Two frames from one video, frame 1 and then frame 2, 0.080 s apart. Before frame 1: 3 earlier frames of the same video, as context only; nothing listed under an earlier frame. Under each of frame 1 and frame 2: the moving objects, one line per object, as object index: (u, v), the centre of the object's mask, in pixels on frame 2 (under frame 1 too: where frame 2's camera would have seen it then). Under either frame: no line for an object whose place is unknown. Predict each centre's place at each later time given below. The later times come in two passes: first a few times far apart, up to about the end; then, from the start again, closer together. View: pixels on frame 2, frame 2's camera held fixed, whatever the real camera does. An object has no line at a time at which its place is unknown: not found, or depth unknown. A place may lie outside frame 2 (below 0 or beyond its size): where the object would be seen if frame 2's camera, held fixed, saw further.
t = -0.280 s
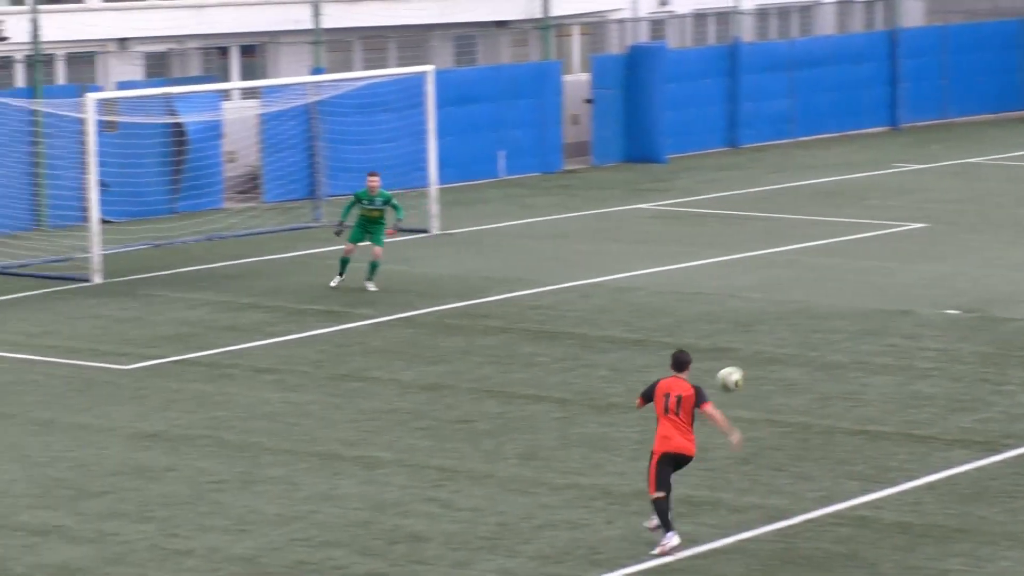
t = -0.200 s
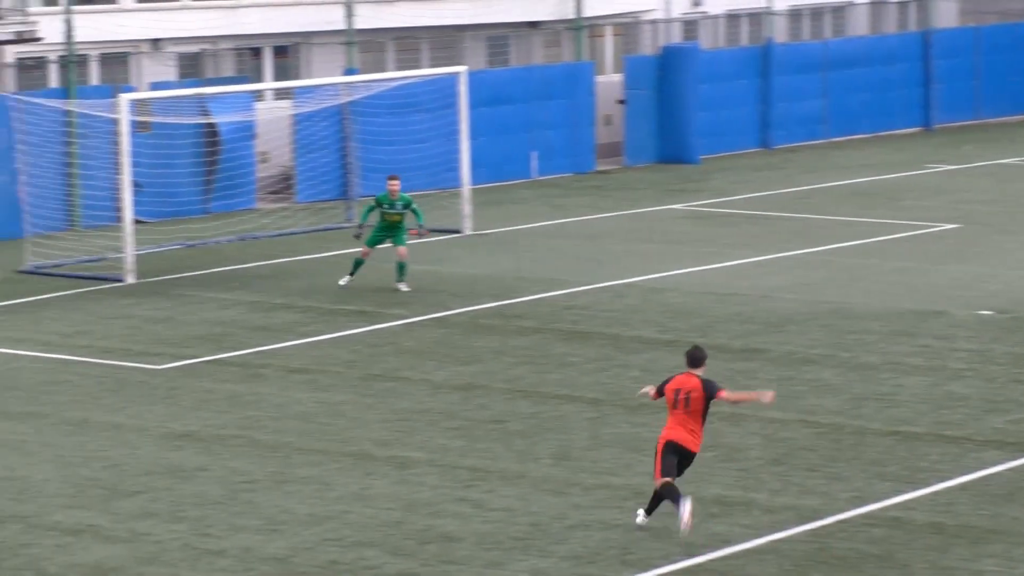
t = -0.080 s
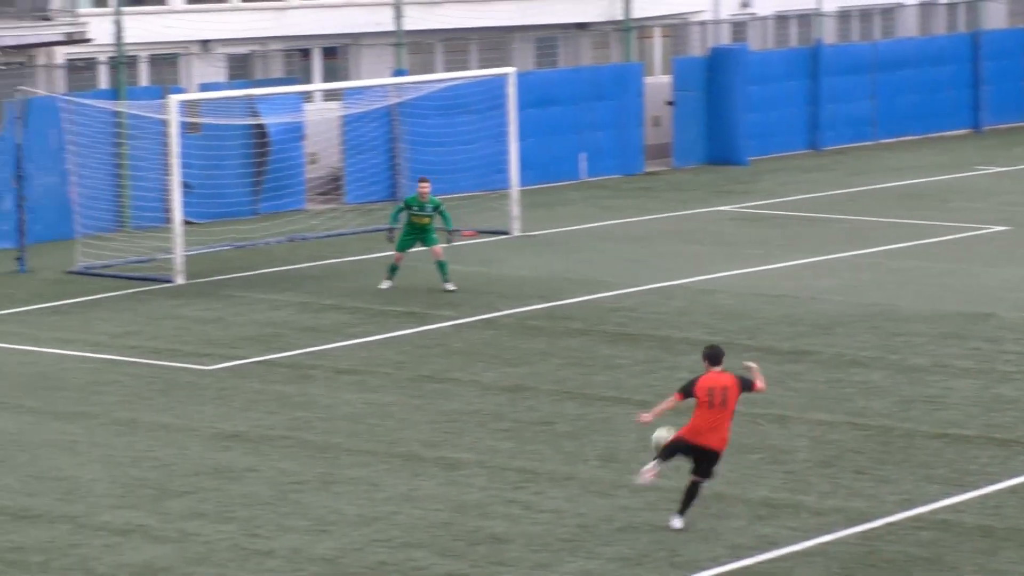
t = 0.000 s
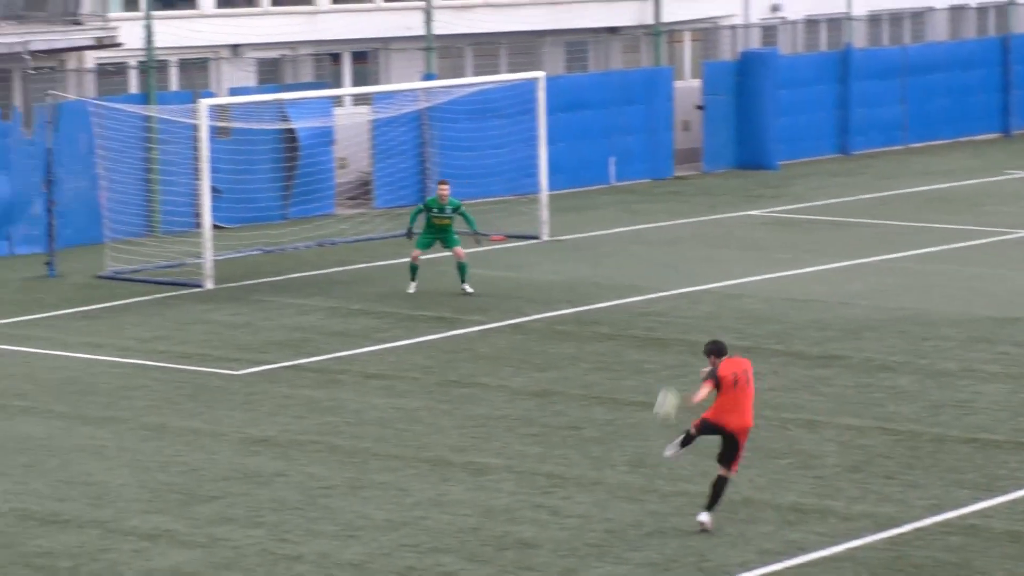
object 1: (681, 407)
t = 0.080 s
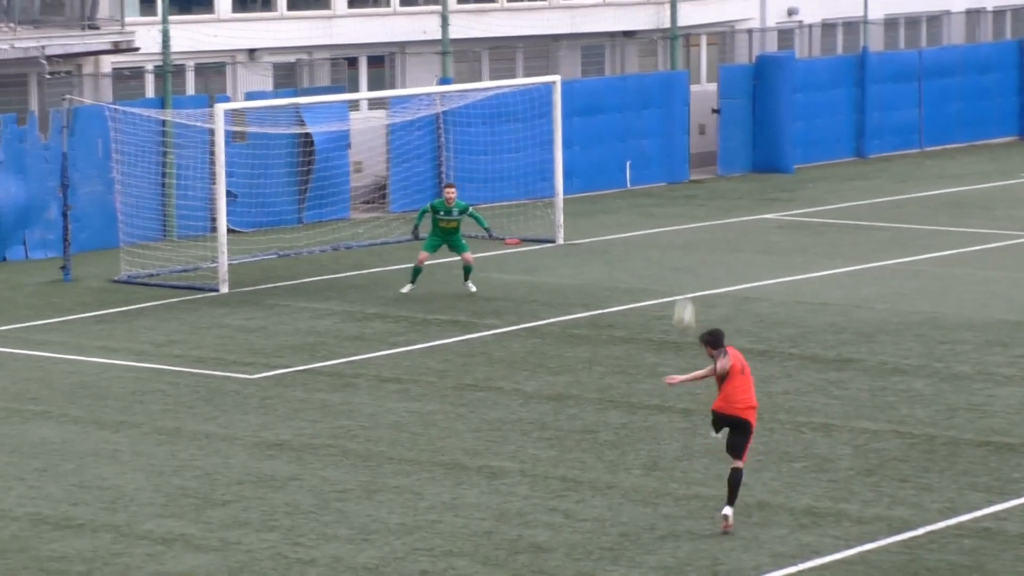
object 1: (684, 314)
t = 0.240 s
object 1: (674, 179)
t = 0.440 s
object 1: (643, 85)
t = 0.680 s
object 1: (595, 46)
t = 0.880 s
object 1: (551, 60)
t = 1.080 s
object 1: (507, 106)
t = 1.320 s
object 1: (467, 154)
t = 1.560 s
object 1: (427, 206)
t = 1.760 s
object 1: (397, 213)
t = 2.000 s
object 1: (364, 203)
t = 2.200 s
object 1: (337, 222)
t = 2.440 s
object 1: (301, 230)
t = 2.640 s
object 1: (274, 233)
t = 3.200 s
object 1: (212, 255)
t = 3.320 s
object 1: (202, 256)
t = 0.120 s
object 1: (684, 274)
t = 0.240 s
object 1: (674, 179)
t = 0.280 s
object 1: (669, 155)
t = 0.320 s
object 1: (663, 134)
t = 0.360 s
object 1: (658, 116)
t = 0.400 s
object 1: (651, 98)
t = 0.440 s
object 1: (643, 85)
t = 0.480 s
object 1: (636, 73)
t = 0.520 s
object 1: (629, 64)
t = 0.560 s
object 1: (620, 57)
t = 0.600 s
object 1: (612, 52)
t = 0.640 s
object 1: (604, 48)
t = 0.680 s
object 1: (595, 46)
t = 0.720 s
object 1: (586, 46)
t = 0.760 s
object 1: (578, 49)
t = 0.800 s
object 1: (569, 51)
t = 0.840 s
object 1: (560, 55)
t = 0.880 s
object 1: (551, 60)
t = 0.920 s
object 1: (542, 67)
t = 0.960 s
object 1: (533, 75)
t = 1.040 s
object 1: (516, 96)
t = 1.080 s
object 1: (507, 106)
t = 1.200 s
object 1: (485, 137)
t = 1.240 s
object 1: (481, 143)
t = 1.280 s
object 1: (474, 148)
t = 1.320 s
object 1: (467, 154)
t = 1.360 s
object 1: (461, 161)
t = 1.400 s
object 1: (454, 168)
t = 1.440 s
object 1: (447, 176)
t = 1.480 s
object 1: (440, 187)
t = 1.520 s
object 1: (433, 196)
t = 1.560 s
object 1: (427, 206)
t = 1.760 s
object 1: (397, 213)
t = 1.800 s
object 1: (390, 209)
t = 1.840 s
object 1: (386, 207)
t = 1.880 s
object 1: (381, 204)
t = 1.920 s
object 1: (375, 202)
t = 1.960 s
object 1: (370, 202)
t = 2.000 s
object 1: (364, 203)
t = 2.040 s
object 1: (358, 205)
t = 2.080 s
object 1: (353, 208)
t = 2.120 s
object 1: (348, 211)
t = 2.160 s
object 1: (342, 216)
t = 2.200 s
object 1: (337, 222)
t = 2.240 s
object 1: (330, 230)
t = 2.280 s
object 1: (326, 237)
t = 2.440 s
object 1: (301, 230)
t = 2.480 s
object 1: (295, 229)
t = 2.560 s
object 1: (284, 228)
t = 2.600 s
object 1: (278, 230)
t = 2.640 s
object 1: (274, 233)
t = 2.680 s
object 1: (269, 235)
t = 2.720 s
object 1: (263, 239)
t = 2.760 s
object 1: (258, 244)
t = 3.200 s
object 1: (212, 255)
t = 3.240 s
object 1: (209, 255)
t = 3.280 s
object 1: (205, 255)
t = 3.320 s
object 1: (202, 256)
